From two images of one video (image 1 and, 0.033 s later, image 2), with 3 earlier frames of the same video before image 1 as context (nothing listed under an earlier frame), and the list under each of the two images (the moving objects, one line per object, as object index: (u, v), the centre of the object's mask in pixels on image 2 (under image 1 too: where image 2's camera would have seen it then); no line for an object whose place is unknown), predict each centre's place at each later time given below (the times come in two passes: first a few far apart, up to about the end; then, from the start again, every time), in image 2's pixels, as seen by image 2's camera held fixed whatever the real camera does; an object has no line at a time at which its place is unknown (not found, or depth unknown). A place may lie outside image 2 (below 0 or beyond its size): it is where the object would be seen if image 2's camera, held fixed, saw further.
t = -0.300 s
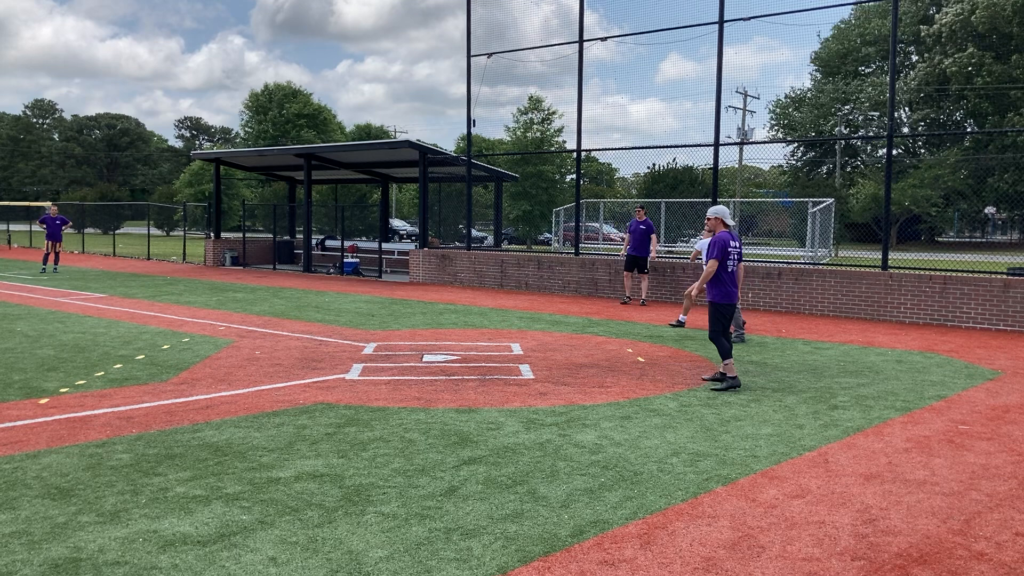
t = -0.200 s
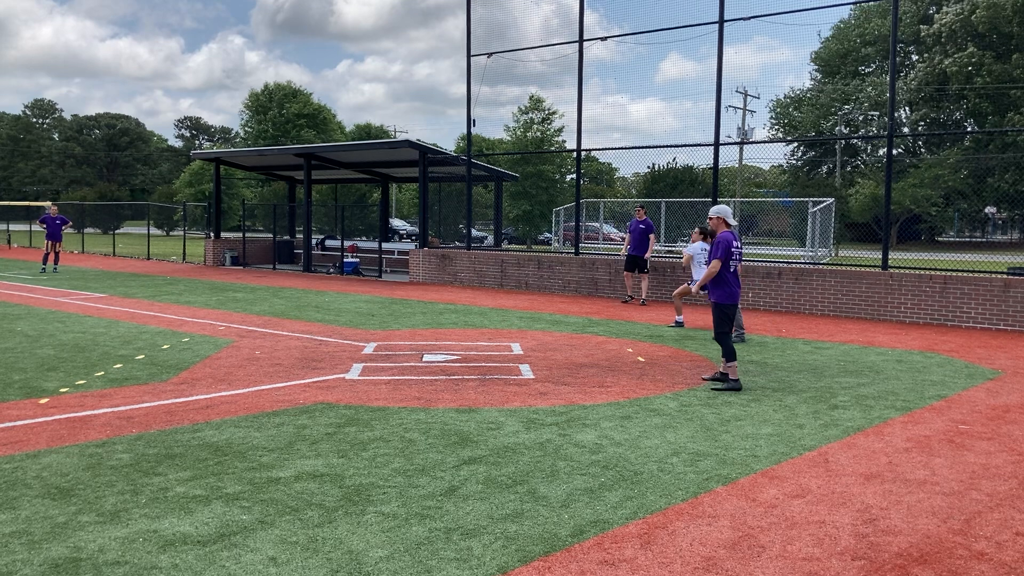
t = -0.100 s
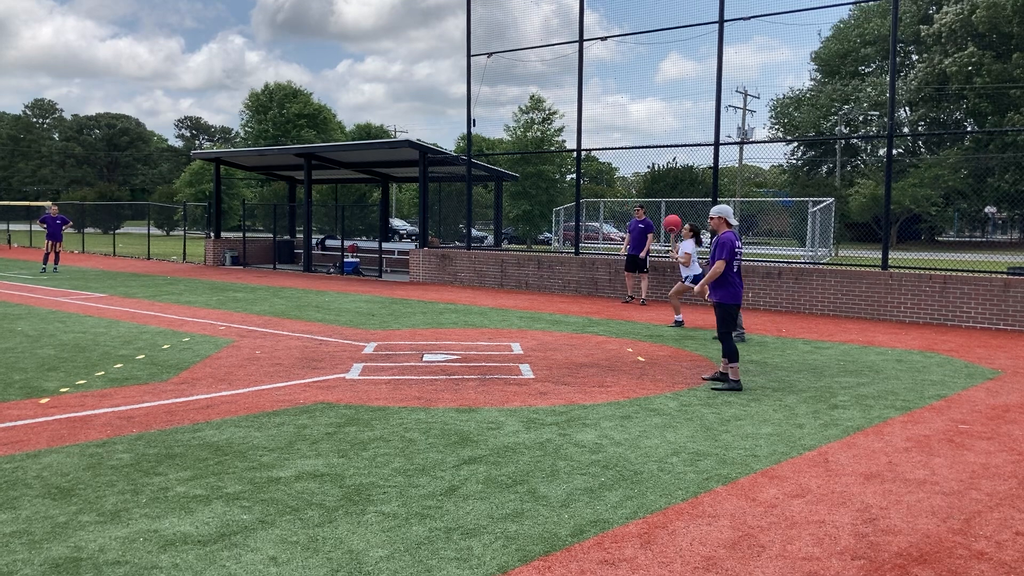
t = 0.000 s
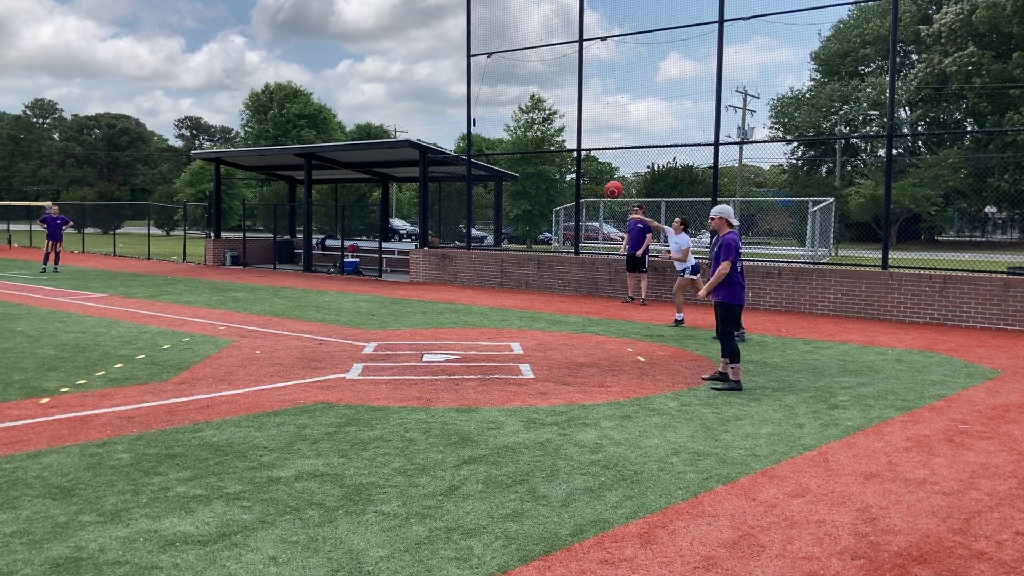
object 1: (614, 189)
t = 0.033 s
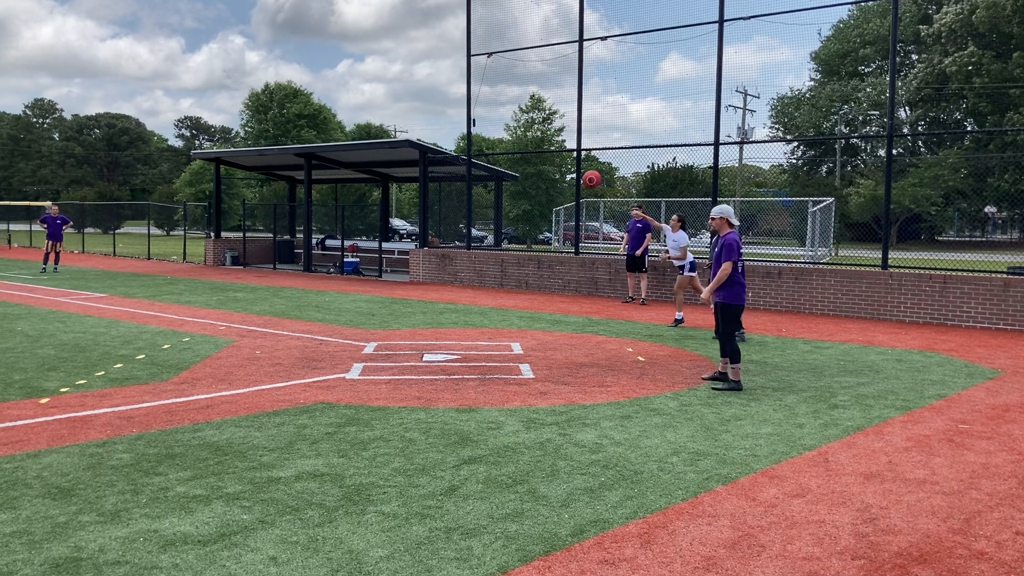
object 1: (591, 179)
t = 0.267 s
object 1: (434, 120)
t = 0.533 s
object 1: (244, 84)
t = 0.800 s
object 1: (47, 90)
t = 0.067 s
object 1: (570, 169)
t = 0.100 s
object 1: (547, 160)
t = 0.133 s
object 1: (525, 151)
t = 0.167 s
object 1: (503, 143)
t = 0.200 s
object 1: (480, 135)
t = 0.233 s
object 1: (457, 127)
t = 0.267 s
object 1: (434, 120)
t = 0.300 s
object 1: (411, 113)
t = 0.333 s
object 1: (387, 107)
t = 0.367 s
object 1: (363, 102)
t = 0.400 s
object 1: (340, 97)
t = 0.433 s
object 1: (316, 92)
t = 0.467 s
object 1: (292, 89)
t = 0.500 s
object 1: (268, 86)
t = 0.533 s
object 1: (244, 84)
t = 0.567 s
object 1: (220, 82)
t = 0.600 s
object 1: (196, 81)
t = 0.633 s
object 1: (171, 81)
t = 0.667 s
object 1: (147, 81)
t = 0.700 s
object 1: (122, 83)
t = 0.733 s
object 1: (98, 84)
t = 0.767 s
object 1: (72, 87)
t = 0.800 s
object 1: (47, 90)
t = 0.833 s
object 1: (22, 94)
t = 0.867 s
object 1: (4, 100)
